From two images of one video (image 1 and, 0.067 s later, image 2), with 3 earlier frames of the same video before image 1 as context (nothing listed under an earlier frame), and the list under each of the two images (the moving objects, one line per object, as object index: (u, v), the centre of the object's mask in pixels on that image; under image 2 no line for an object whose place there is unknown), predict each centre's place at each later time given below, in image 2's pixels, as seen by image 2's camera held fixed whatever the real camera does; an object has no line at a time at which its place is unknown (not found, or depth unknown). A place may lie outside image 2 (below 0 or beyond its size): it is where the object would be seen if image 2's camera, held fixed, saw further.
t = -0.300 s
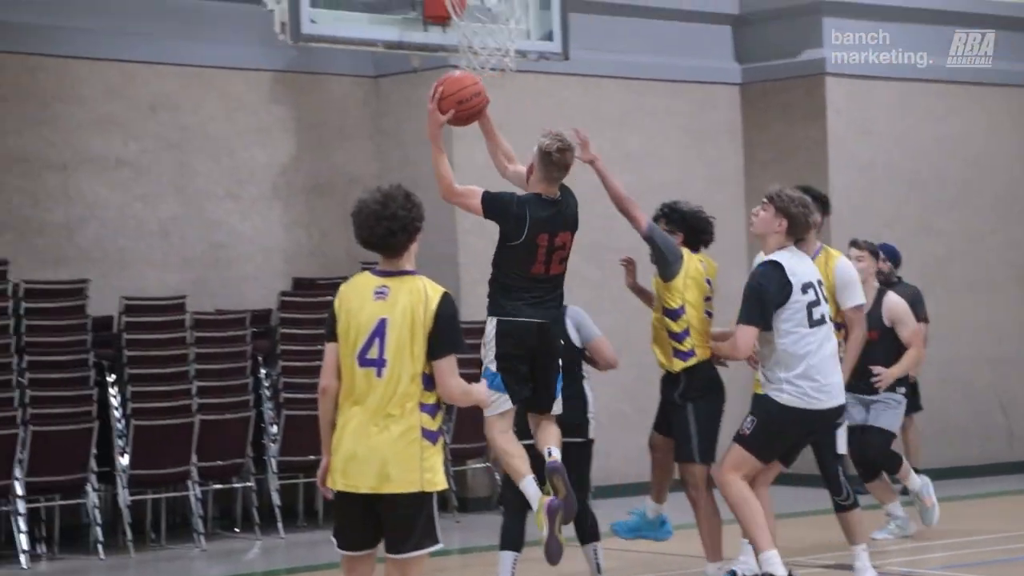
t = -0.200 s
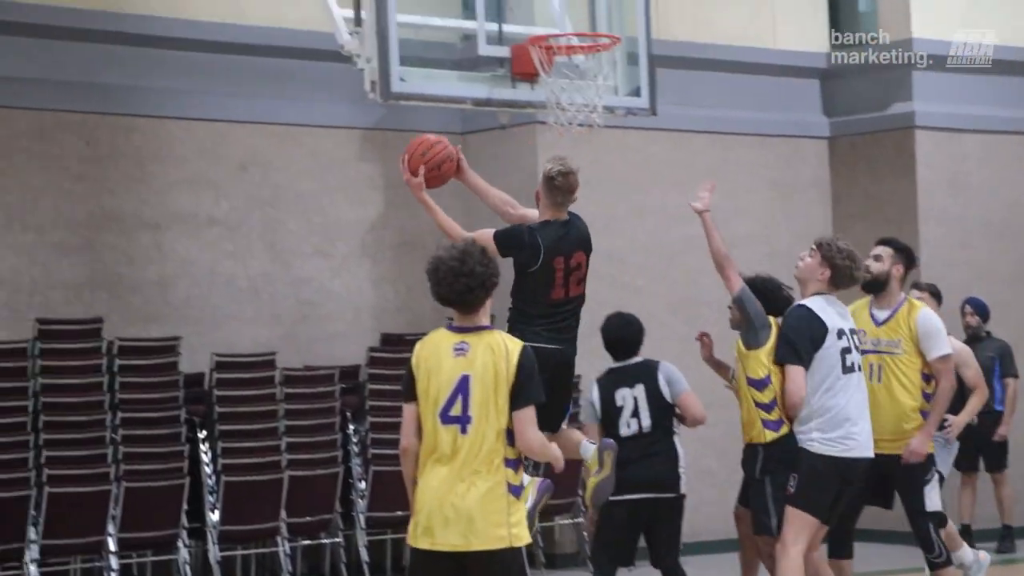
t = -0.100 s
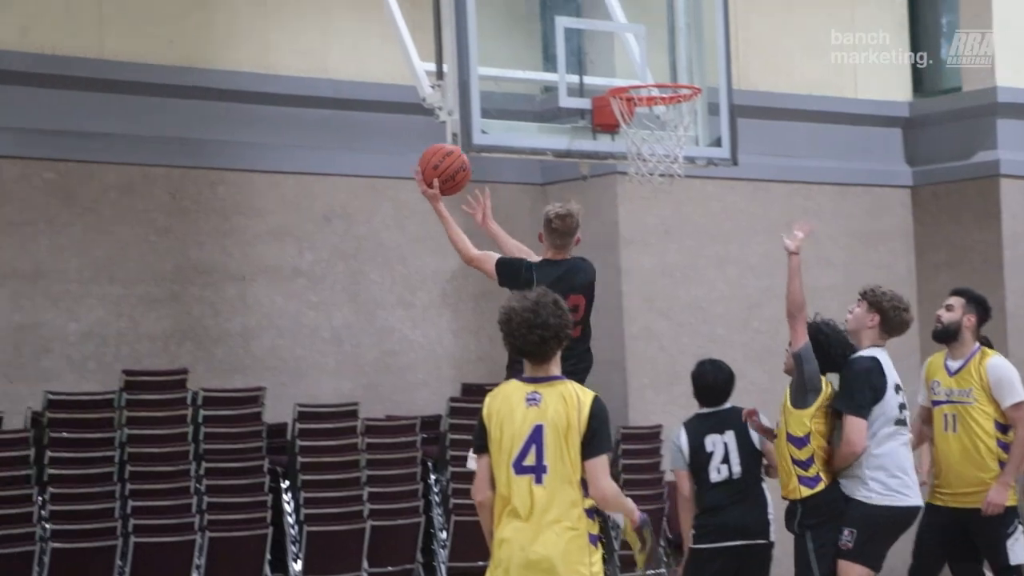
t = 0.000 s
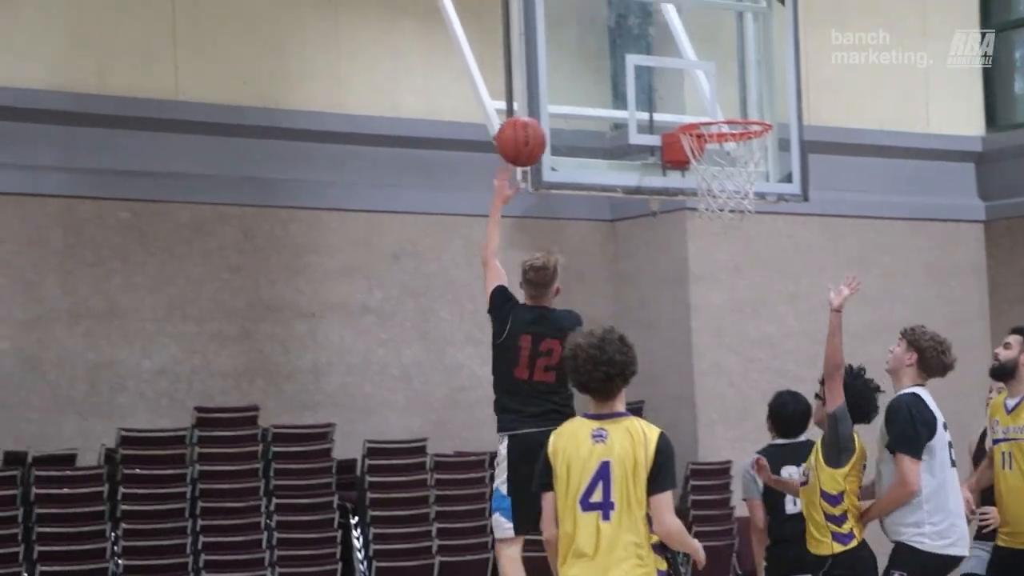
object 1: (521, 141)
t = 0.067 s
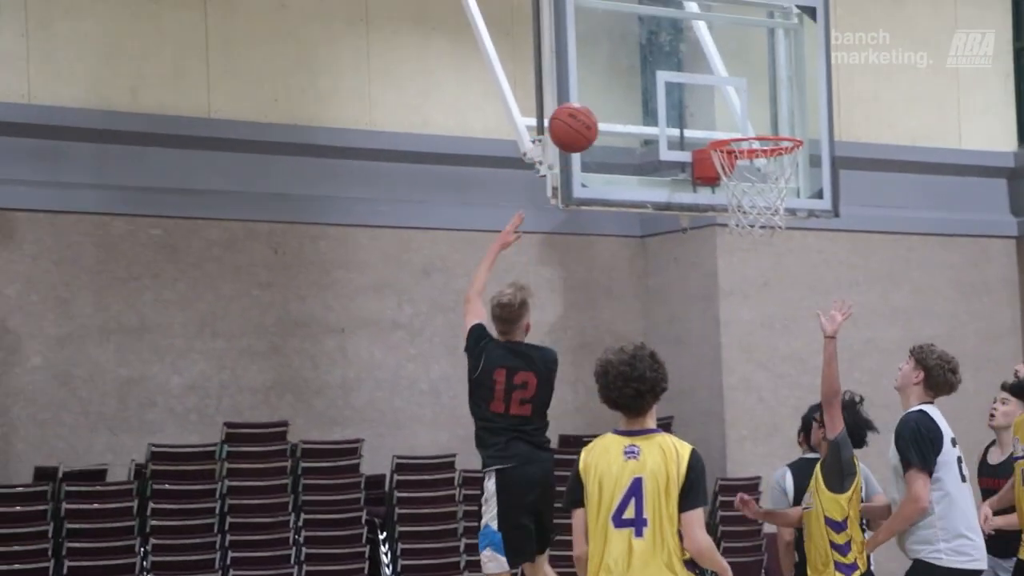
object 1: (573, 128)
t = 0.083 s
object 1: (578, 122)
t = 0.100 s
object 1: (583, 116)
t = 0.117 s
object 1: (588, 111)
